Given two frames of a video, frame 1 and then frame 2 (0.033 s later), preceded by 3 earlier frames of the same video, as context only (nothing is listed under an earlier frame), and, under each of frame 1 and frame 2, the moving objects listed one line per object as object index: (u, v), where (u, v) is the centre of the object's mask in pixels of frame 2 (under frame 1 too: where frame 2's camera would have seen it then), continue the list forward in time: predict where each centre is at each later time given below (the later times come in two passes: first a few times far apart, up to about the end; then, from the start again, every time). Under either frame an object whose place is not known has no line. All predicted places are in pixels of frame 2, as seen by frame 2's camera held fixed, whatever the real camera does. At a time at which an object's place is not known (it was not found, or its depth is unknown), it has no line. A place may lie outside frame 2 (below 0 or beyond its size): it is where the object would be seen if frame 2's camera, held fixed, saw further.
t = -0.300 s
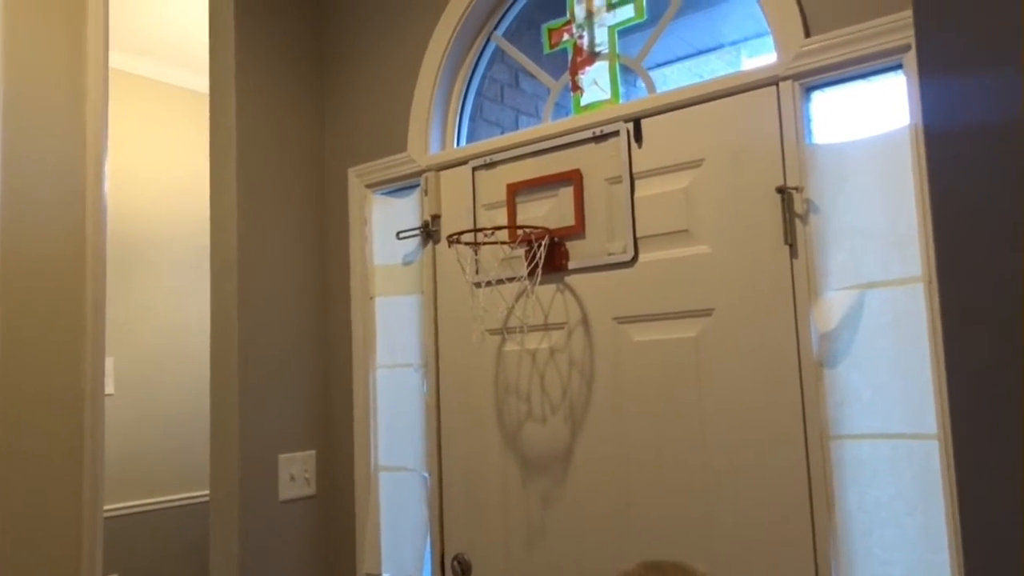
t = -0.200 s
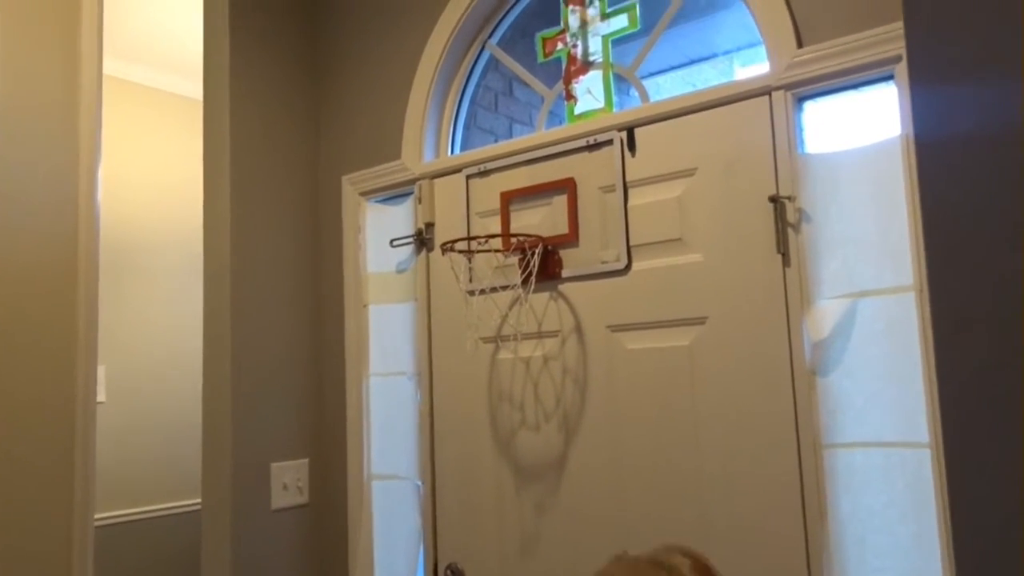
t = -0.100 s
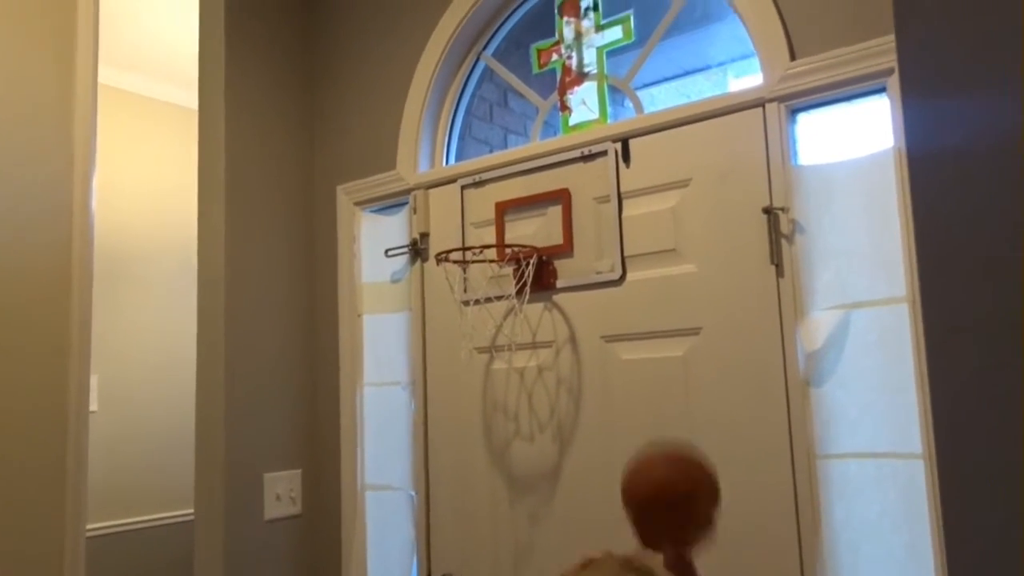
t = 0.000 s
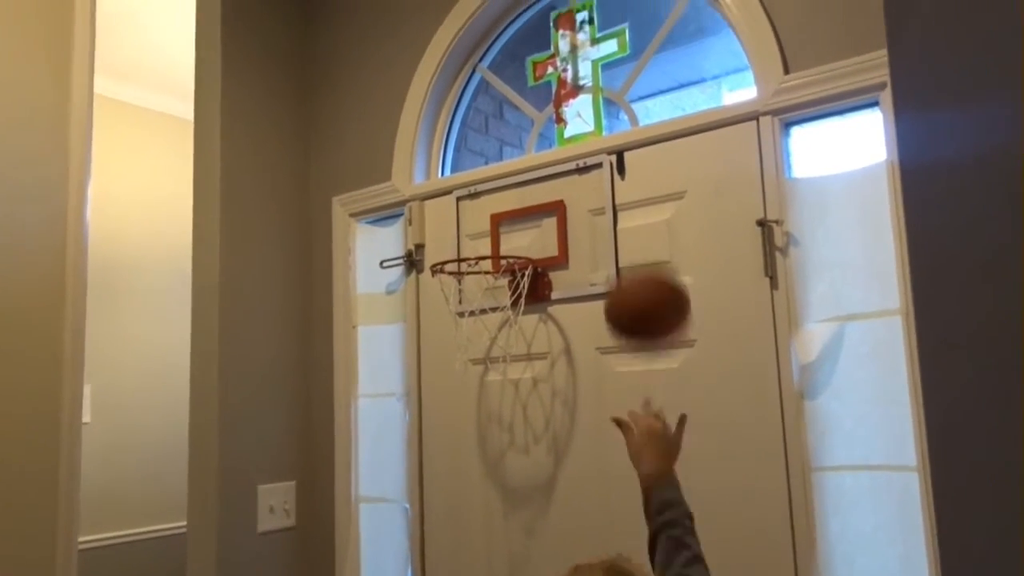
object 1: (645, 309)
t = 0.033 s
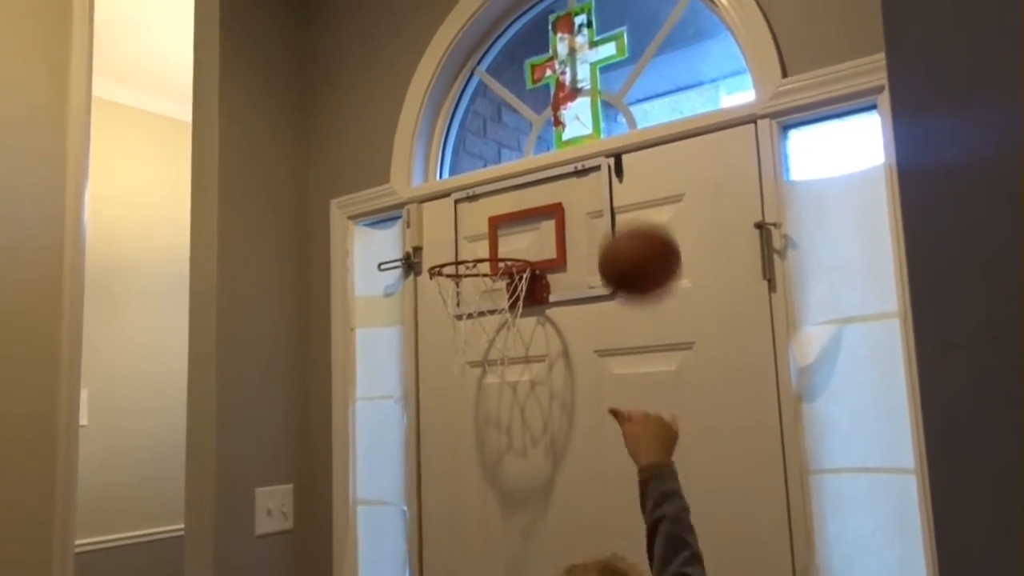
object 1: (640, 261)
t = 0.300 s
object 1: (609, 156)
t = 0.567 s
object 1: (511, 456)
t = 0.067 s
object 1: (634, 221)
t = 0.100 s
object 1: (630, 192)
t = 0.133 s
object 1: (626, 170)
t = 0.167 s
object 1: (623, 156)
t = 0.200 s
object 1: (620, 148)
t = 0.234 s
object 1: (618, 145)
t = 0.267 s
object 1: (617, 147)
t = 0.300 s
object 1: (609, 156)
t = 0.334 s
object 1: (598, 170)
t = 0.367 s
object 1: (586, 191)
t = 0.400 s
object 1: (574, 218)
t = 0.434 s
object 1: (562, 251)
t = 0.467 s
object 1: (549, 291)
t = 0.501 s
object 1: (537, 338)
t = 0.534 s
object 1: (524, 393)
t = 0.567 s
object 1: (511, 456)
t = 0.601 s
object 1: (499, 516)
